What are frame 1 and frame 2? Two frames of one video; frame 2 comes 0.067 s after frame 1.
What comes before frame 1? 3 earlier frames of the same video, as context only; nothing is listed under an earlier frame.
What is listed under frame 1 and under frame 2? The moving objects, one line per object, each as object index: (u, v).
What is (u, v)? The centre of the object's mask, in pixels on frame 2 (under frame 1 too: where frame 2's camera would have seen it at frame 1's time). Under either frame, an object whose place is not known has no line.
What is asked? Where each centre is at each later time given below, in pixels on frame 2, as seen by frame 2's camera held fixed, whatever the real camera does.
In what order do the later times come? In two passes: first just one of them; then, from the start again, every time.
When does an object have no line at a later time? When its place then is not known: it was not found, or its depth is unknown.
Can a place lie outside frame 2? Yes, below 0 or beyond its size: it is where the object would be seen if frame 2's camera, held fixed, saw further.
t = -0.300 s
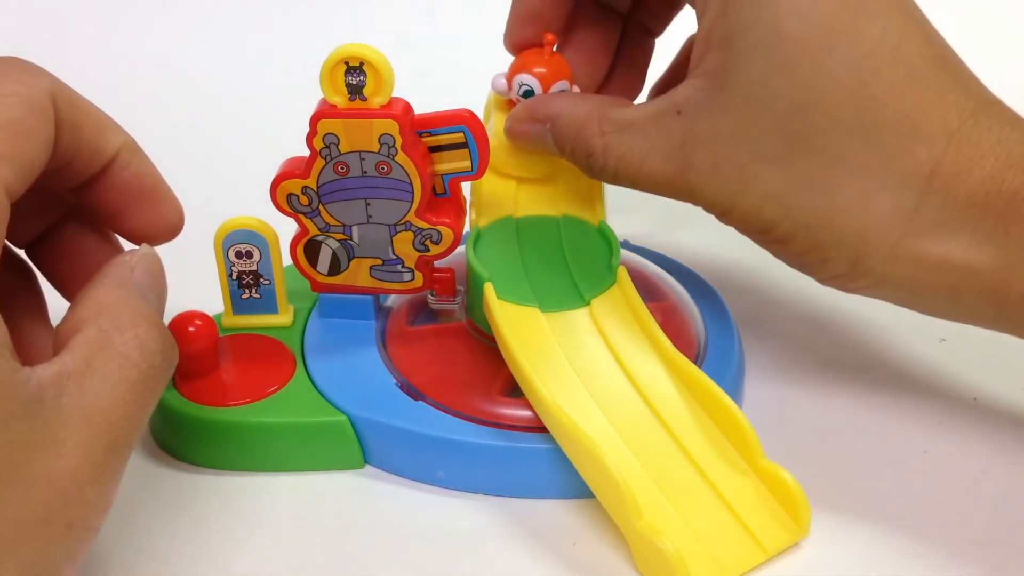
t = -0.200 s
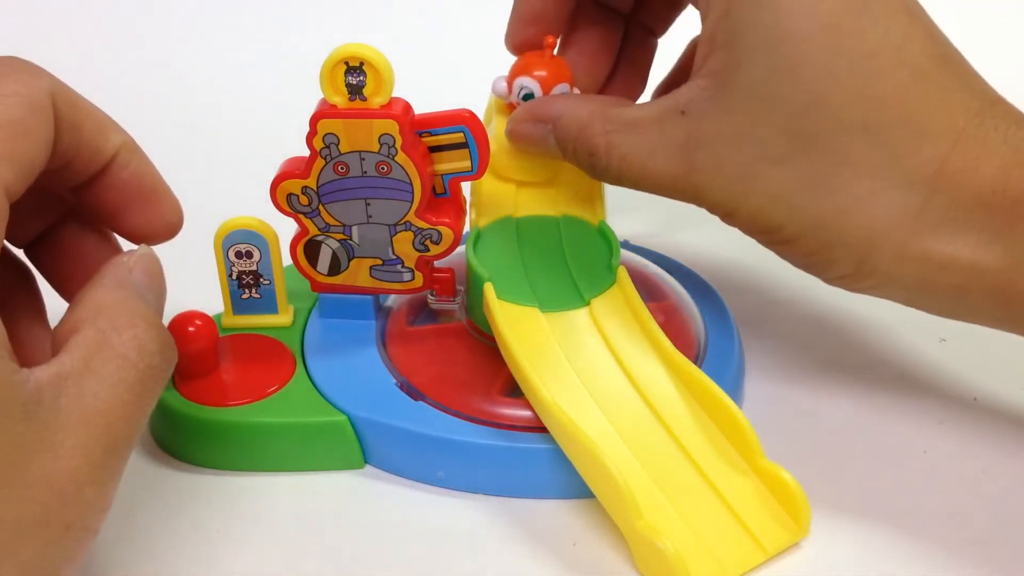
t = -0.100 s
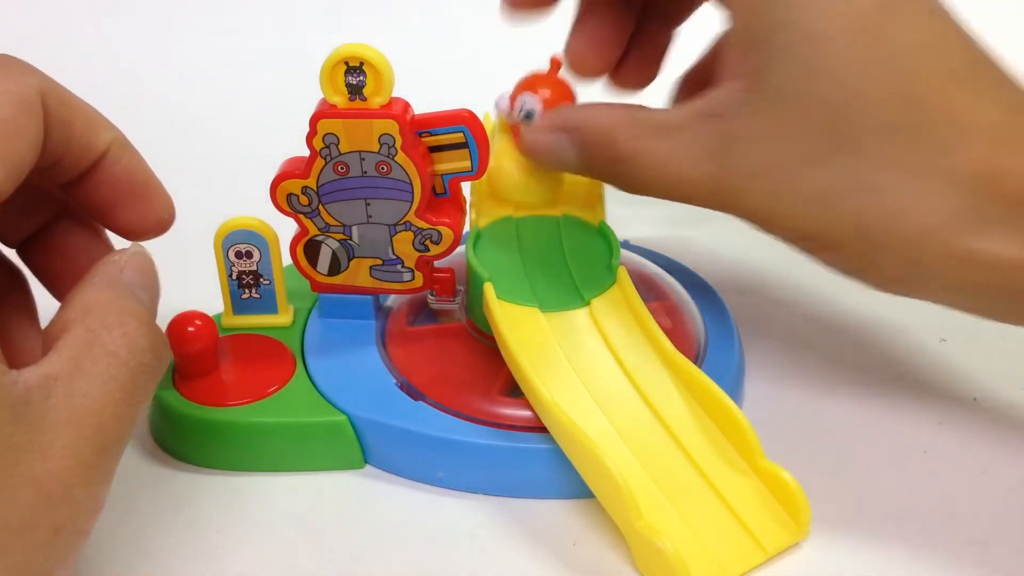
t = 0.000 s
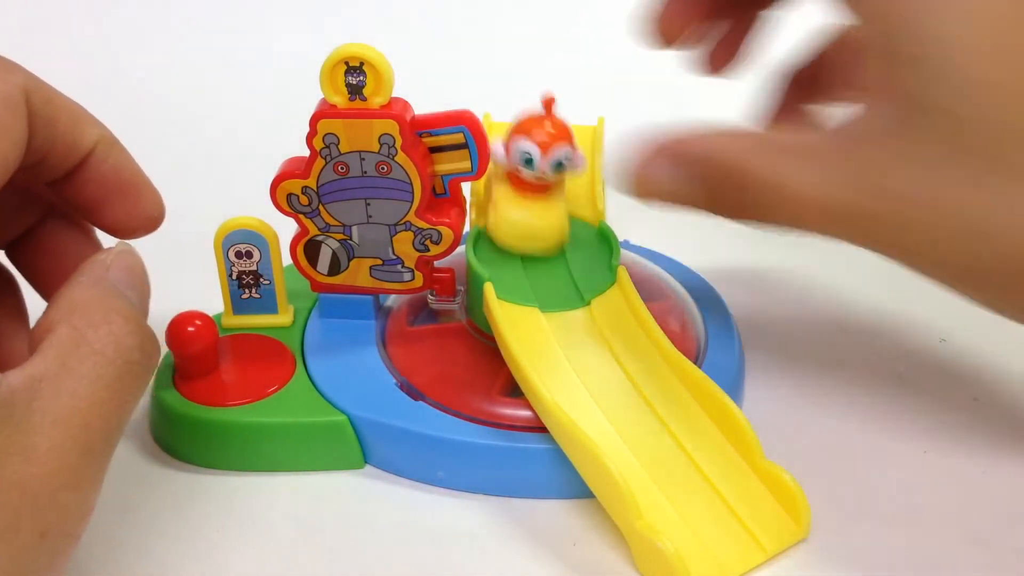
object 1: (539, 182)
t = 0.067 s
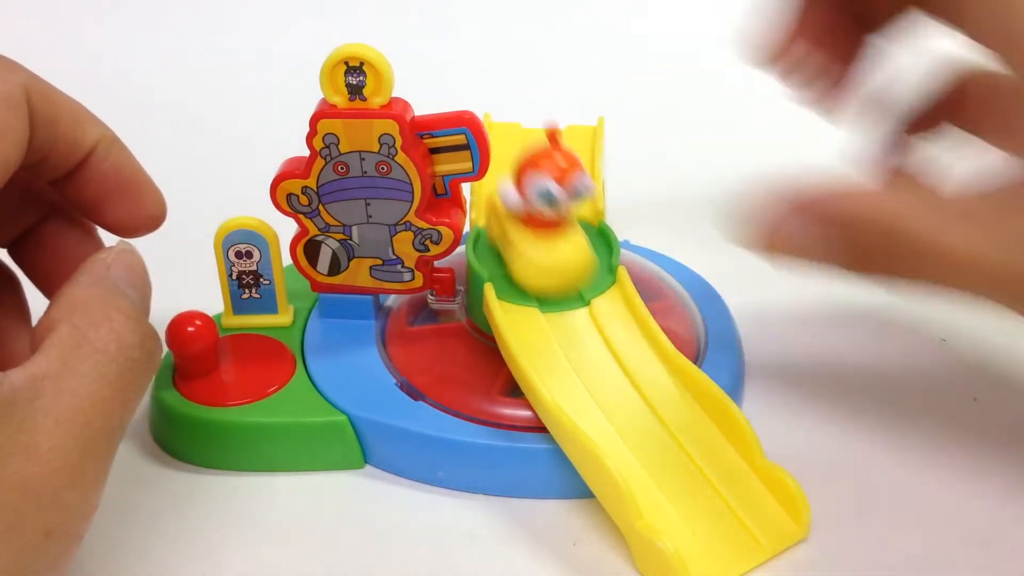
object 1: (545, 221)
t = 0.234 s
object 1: (666, 362)
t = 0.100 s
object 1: (558, 239)
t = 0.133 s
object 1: (567, 265)
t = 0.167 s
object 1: (579, 300)
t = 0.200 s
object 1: (617, 316)
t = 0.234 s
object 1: (666, 362)
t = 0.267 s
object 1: (721, 441)
